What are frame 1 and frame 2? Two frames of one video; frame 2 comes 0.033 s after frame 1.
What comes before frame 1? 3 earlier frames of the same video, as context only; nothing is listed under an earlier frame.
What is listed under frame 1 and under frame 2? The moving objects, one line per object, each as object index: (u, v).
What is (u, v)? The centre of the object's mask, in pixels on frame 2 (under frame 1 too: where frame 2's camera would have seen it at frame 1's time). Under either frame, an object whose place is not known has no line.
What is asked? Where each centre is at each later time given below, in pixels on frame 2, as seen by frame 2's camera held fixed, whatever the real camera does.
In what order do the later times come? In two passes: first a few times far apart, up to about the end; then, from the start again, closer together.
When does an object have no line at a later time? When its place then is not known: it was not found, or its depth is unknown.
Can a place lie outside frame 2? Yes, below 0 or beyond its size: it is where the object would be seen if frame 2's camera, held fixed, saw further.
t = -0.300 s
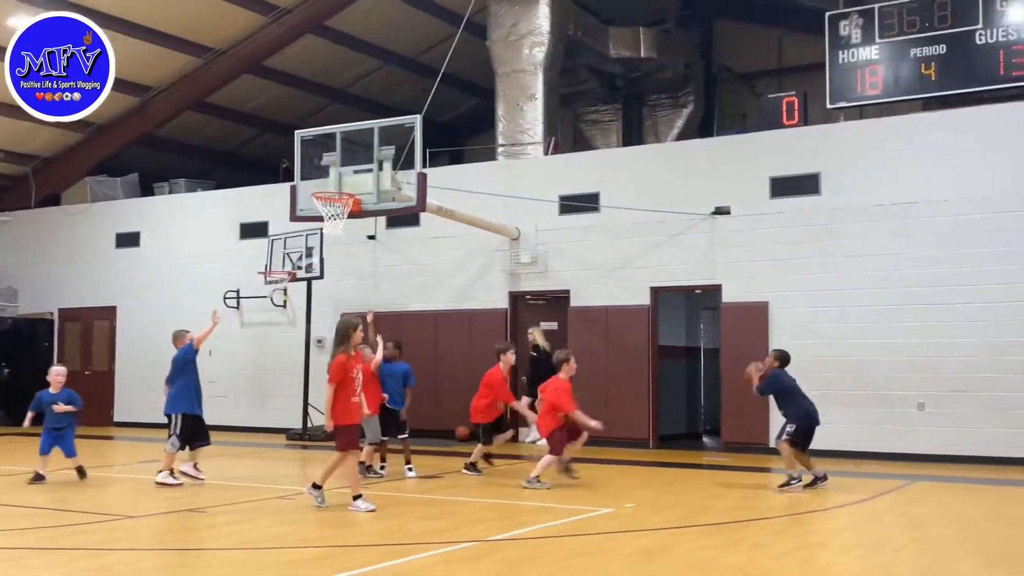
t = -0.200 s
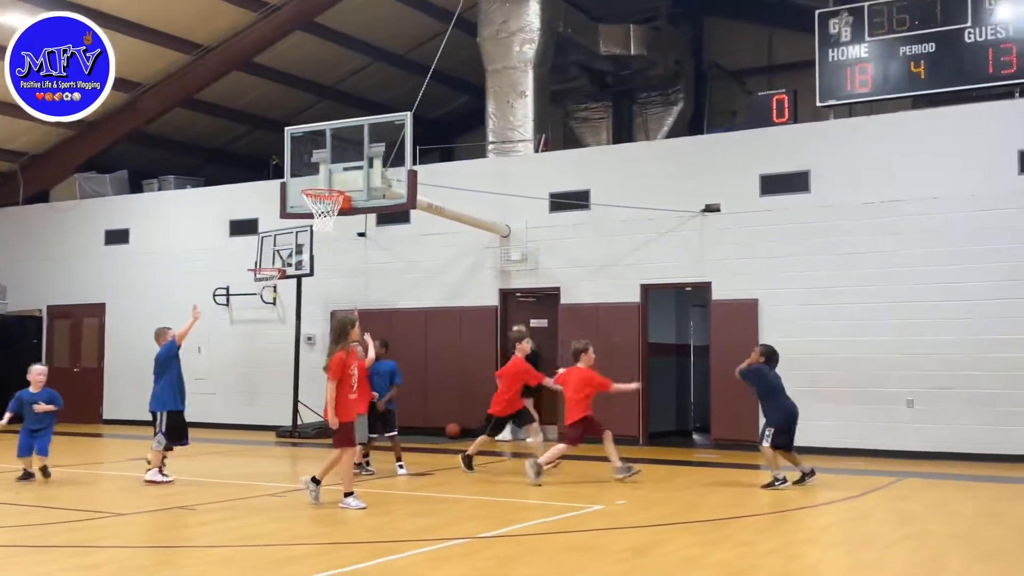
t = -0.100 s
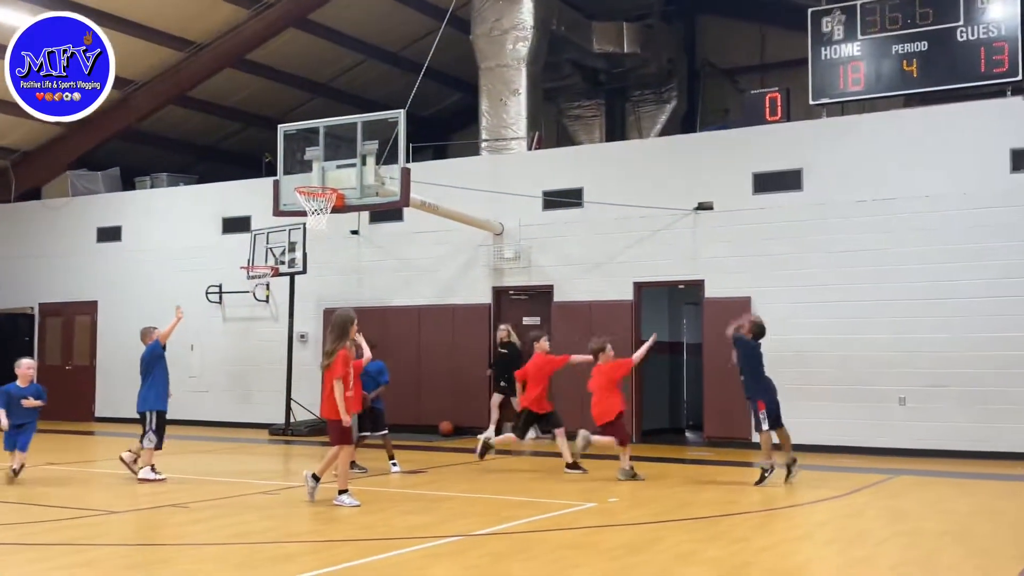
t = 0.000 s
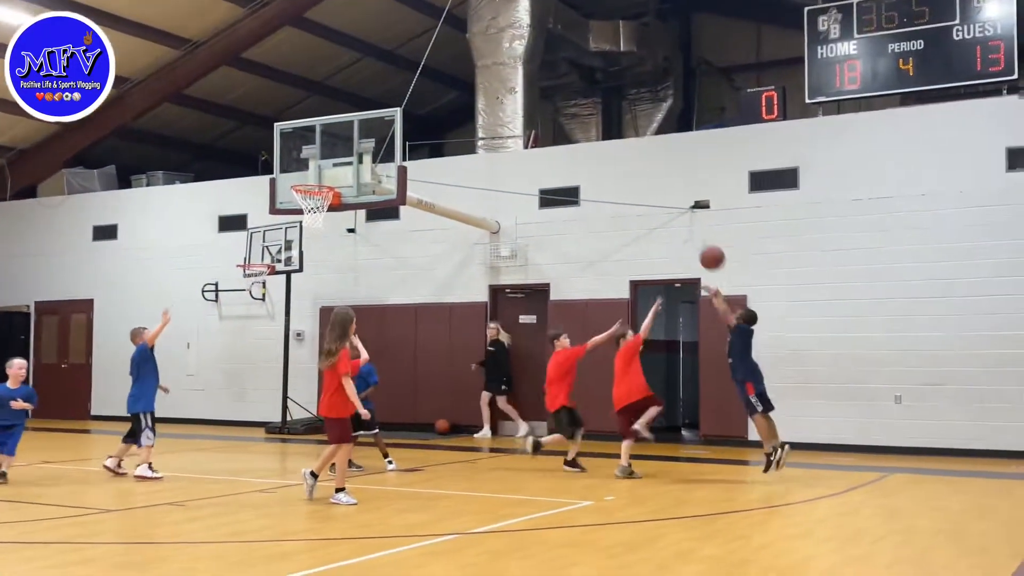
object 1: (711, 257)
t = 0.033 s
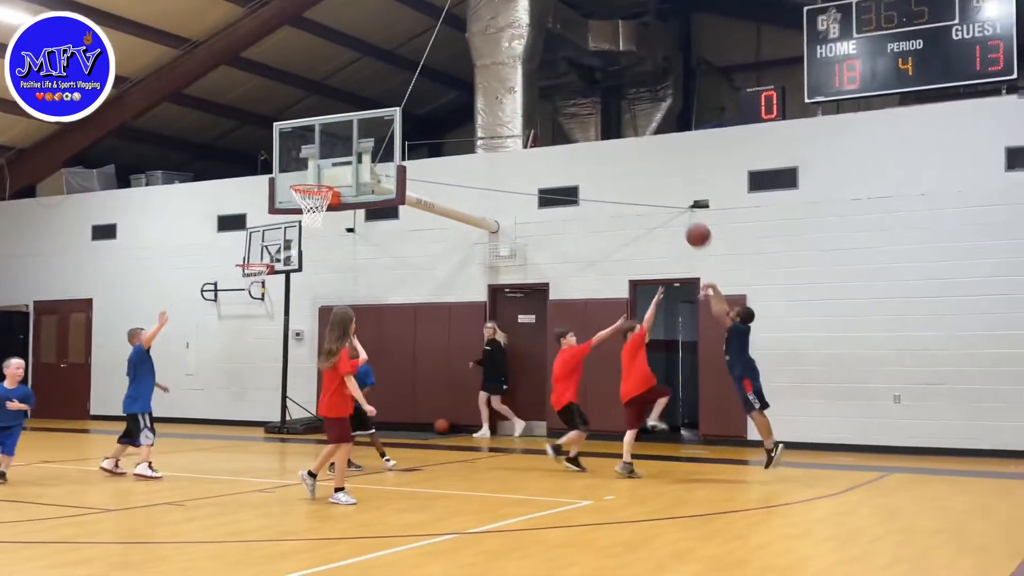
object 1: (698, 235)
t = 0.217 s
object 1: (629, 139)
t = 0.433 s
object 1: (556, 76)
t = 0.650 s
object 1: (489, 60)
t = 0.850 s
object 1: (433, 81)
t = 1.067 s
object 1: (387, 125)
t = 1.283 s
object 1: (359, 186)
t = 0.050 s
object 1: (691, 225)
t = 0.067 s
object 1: (685, 215)
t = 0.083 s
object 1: (679, 205)
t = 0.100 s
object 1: (672, 195)
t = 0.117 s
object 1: (666, 186)
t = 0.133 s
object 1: (660, 178)
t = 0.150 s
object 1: (653, 169)
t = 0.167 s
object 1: (647, 162)
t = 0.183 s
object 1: (641, 154)
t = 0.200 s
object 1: (635, 147)
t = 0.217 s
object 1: (629, 139)
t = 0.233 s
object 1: (623, 132)
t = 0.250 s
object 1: (617, 126)
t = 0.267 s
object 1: (612, 121)
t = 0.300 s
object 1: (600, 109)
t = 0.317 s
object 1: (595, 103)
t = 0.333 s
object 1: (589, 98)
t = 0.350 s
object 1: (583, 94)
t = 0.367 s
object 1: (578, 90)
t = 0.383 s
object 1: (572, 86)
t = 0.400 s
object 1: (567, 82)
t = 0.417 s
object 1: (562, 79)
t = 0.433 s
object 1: (556, 76)
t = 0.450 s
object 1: (550, 73)
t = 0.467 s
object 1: (546, 70)
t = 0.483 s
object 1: (540, 68)
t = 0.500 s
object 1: (535, 66)
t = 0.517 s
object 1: (531, 65)
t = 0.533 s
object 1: (527, 64)
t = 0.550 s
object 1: (520, 63)
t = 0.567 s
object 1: (513, 61)
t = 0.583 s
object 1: (509, 60)
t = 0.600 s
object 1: (505, 60)
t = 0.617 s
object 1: (500, 60)
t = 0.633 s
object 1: (495, 60)
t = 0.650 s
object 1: (489, 60)
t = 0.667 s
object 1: (485, 60)
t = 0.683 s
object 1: (480, 61)
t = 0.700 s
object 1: (475, 62)
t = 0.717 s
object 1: (470, 63)
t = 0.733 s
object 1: (465, 64)
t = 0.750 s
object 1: (461, 66)
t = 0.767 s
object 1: (456, 68)
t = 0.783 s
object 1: (451, 70)
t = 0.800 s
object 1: (447, 73)
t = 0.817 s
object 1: (442, 75)
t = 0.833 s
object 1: (438, 78)
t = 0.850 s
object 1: (433, 81)
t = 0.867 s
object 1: (428, 84)
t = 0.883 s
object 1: (424, 88)
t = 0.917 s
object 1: (415, 95)
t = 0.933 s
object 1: (410, 99)
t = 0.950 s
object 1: (406, 104)
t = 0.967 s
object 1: (402, 108)
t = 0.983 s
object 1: (398, 112)
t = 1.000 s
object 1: (396, 114)
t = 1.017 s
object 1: (394, 116)
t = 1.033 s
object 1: (389, 121)
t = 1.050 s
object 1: (389, 122)
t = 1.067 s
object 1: (387, 125)
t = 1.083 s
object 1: (385, 127)
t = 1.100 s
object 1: (384, 129)
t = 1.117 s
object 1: (381, 135)
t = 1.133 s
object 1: (379, 138)
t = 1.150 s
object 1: (377, 142)
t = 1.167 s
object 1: (374, 147)
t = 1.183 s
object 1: (372, 151)
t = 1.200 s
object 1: (370, 157)
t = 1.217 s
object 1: (368, 162)
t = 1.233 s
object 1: (366, 168)
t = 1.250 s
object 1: (364, 174)
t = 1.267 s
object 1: (362, 180)
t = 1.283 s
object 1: (359, 186)
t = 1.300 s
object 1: (357, 193)
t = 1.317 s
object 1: (354, 200)
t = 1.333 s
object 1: (352, 208)
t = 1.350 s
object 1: (349, 215)
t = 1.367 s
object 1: (347, 223)
